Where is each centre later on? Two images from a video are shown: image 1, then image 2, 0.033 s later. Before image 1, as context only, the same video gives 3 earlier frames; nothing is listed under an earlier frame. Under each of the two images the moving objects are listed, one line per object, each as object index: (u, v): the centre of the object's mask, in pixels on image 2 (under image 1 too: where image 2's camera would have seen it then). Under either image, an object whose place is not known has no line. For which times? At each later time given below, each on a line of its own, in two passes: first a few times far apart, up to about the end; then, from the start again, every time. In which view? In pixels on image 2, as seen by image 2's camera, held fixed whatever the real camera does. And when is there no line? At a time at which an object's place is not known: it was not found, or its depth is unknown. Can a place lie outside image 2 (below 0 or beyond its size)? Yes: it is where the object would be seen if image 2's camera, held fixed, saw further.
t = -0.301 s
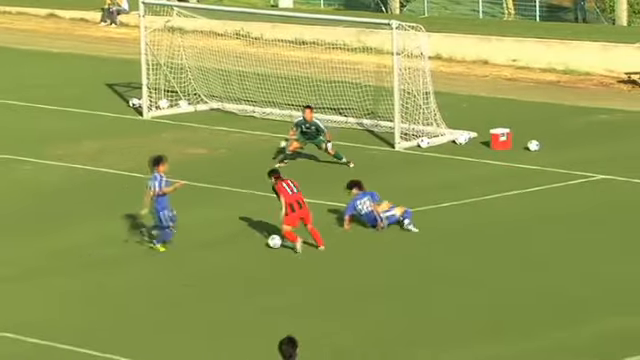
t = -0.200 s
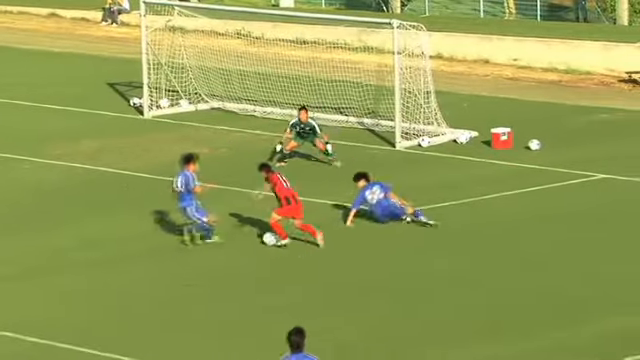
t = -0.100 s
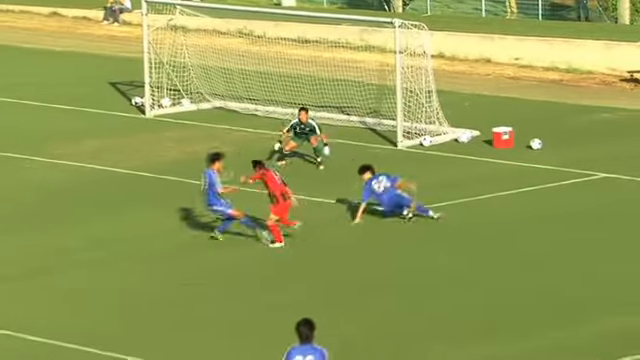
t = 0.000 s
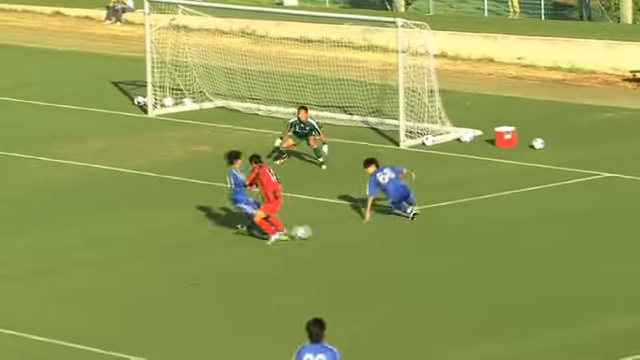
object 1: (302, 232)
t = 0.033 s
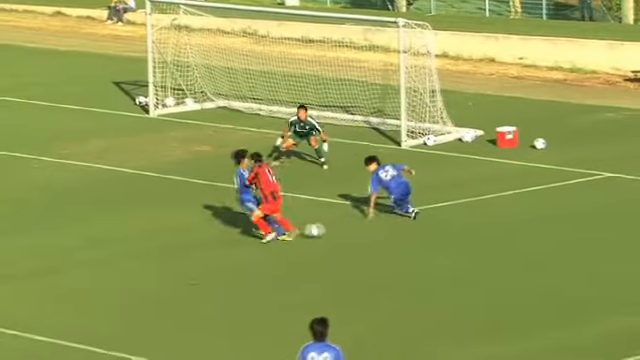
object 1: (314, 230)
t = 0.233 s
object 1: (382, 228)
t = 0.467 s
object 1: (447, 222)
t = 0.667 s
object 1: (490, 216)
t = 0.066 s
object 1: (326, 229)
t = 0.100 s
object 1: (337, 228)
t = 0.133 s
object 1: (349, 227)
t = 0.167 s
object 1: (360, 227)
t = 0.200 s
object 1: (371, 227)
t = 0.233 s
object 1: (382, 228)
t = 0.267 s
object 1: (393, 226)
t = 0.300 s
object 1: (402, 224)
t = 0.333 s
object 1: (412, 223)
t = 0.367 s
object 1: (420, 222)
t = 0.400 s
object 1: (430, 223)
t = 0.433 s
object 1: (438, 223)
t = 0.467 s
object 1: (447, 222)
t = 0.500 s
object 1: (454, 220)
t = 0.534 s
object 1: (462, 219)
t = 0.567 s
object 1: (470, 219)
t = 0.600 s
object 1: (477, 219)
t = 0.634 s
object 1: (484, 217)
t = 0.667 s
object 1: (490, 216)
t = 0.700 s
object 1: (494, 215)
